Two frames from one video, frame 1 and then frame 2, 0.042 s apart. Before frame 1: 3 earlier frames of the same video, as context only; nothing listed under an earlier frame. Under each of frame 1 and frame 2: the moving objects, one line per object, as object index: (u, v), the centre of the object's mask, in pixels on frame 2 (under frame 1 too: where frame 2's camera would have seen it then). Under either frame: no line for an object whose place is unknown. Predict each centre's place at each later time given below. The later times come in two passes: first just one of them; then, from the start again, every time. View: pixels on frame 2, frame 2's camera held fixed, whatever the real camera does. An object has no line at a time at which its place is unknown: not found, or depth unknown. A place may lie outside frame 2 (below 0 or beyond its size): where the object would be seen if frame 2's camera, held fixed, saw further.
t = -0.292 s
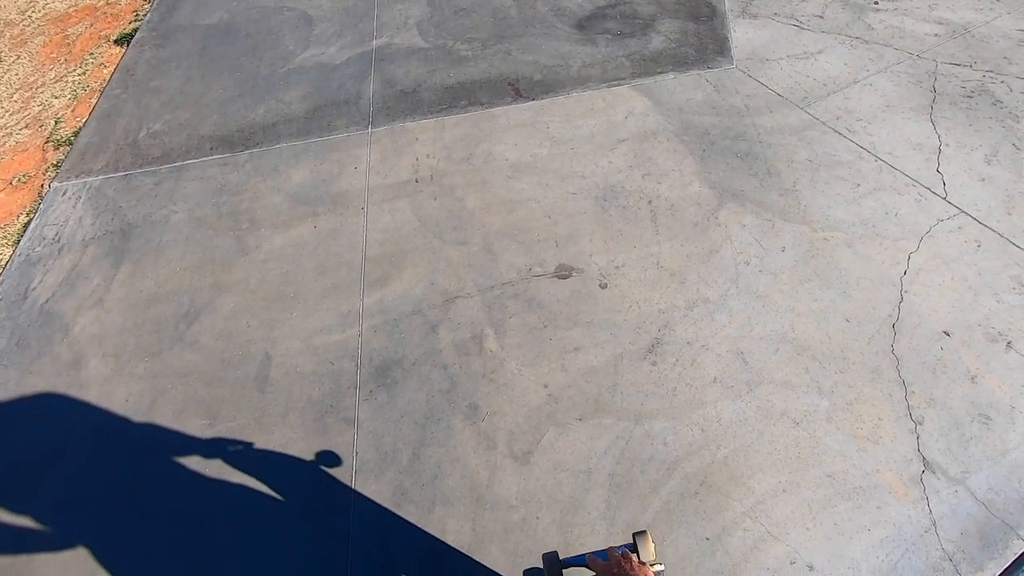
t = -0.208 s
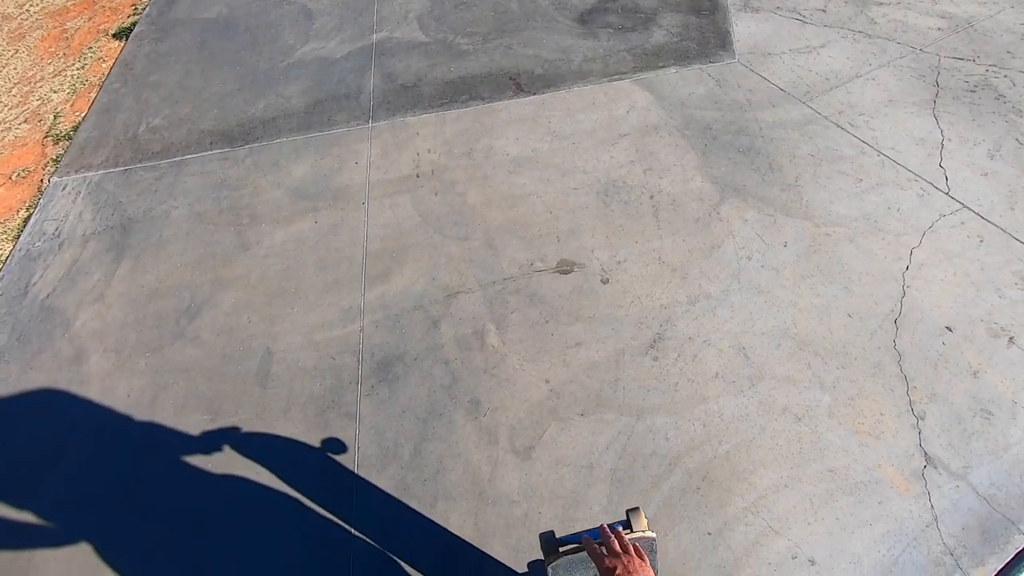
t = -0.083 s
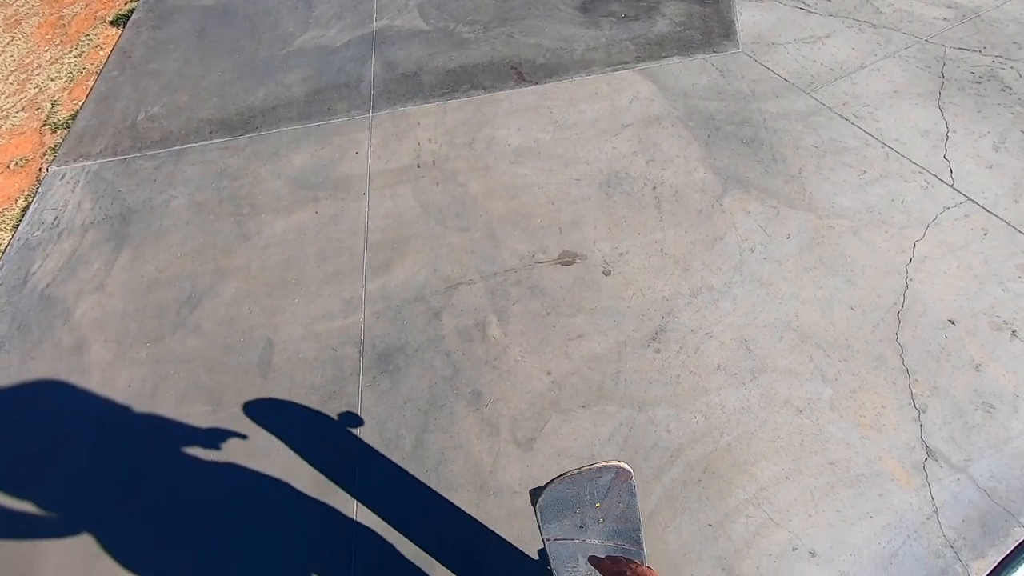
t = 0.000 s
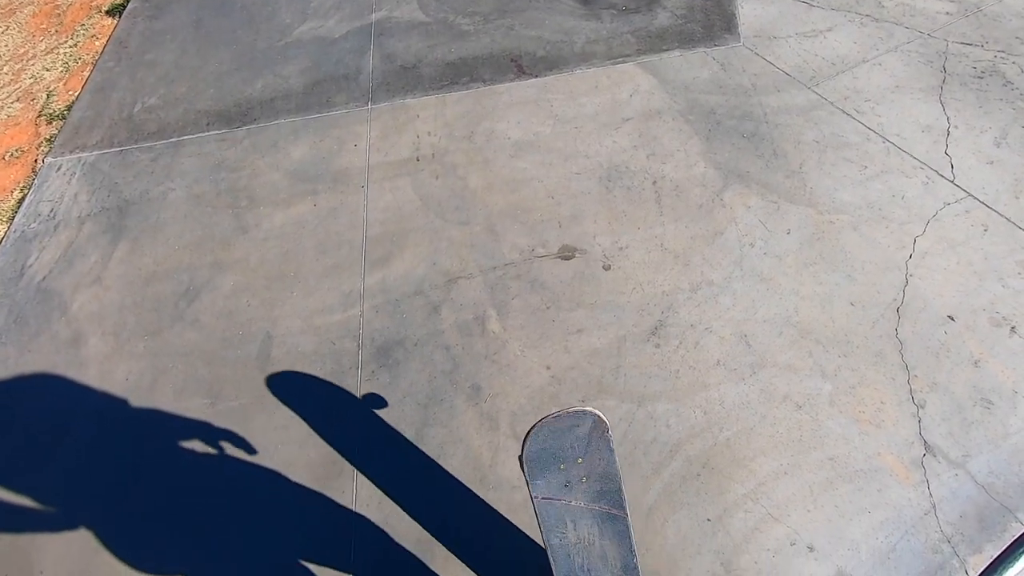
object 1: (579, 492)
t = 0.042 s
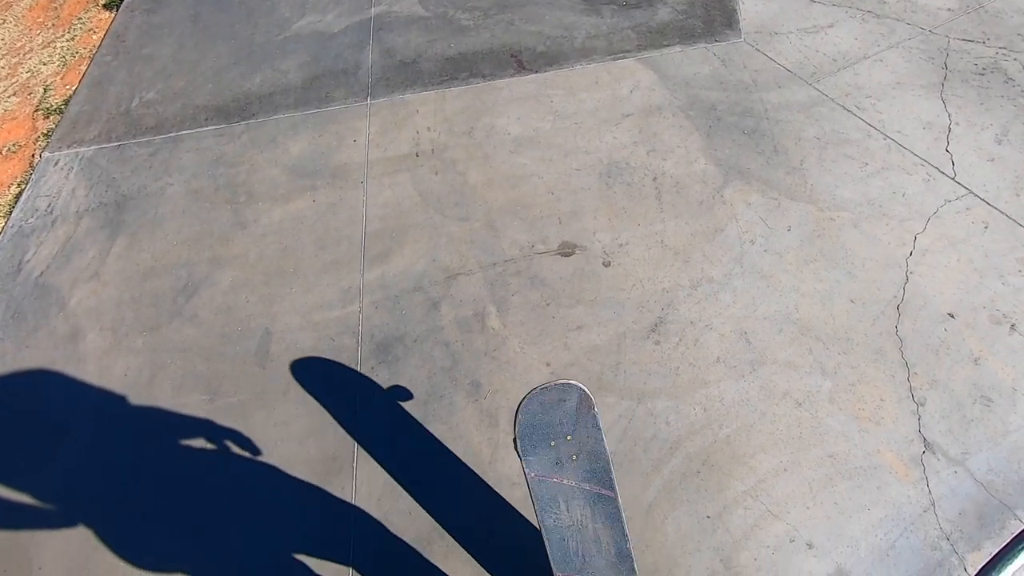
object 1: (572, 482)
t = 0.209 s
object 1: (558, 471)
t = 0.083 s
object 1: (569, 477)
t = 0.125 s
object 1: (563, 474)
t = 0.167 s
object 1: (560, 472)
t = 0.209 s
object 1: (558, 471)
